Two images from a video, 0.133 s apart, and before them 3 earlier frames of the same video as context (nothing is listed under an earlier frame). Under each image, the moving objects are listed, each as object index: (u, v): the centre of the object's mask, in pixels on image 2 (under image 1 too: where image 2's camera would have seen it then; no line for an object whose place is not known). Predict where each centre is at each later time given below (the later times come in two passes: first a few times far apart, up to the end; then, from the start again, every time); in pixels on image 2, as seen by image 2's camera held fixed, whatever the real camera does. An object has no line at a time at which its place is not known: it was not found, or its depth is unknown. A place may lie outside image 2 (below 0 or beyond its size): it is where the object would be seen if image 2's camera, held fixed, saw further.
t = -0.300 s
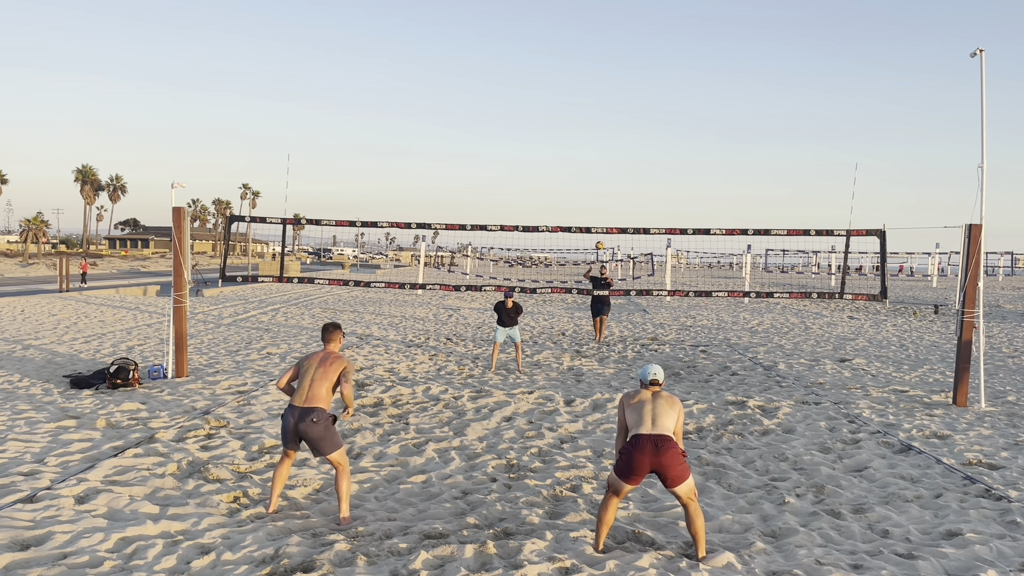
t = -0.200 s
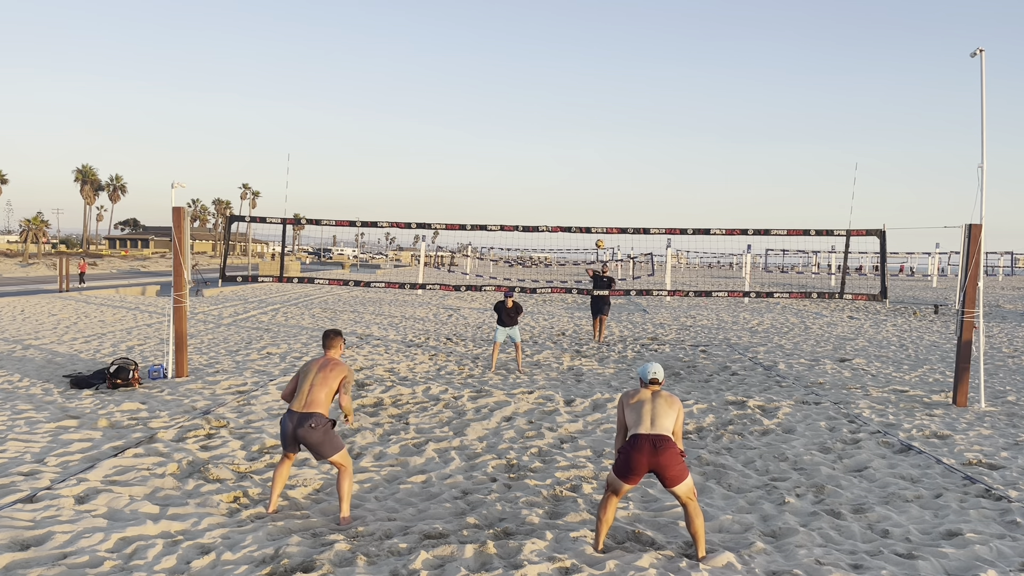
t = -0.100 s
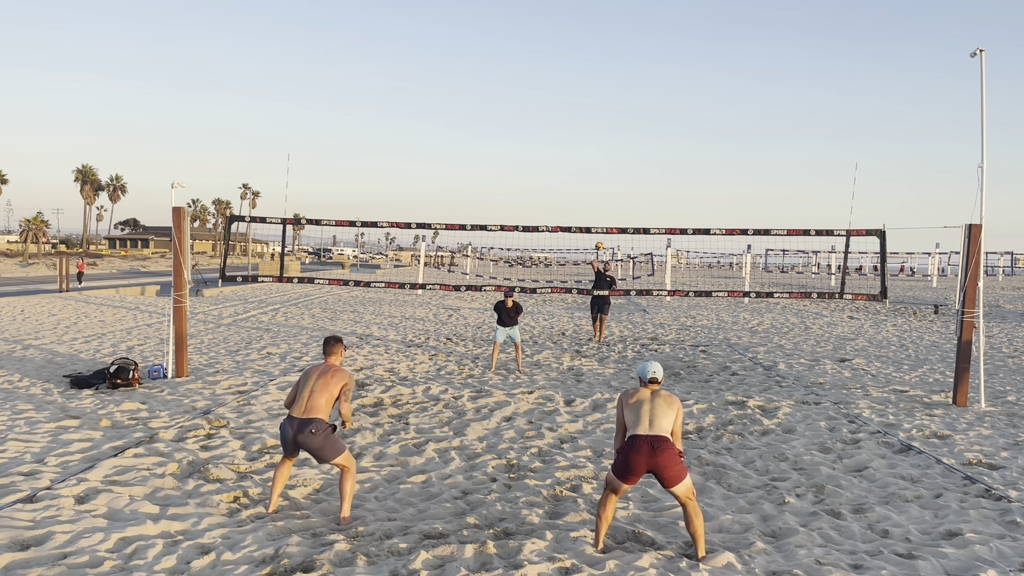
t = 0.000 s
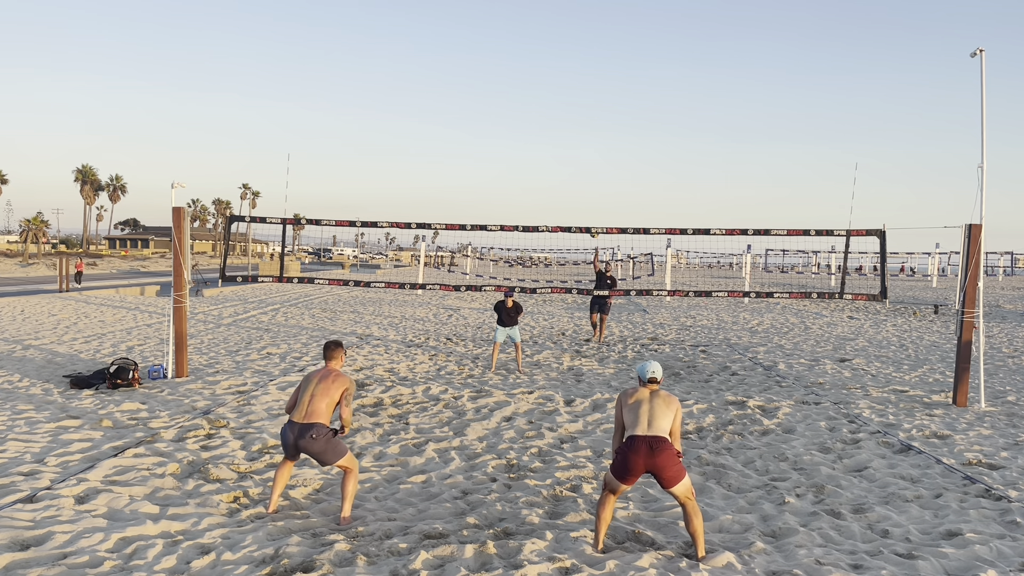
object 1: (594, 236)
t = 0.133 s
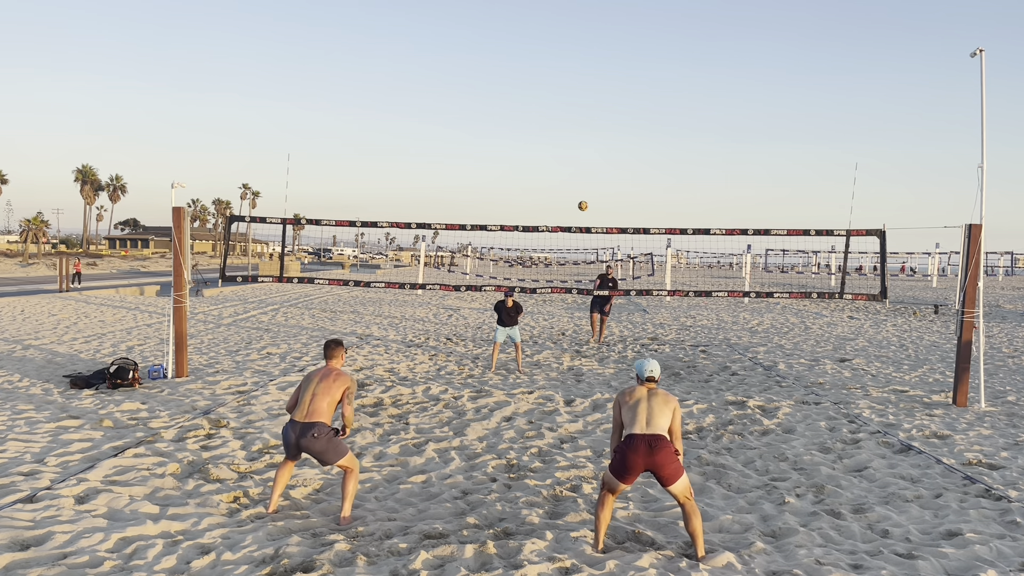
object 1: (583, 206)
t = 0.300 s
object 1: (566, 178)
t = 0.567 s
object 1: (521, 156)
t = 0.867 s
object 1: (446, 198)
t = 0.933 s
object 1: (426, 222)
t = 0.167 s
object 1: (580, 200)
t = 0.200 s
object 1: (576, 194)
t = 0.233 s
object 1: (573, 188)
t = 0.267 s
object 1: (569, 183)
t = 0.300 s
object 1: (566, 178)
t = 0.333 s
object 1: (561, 173)
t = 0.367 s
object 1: (557, 169)
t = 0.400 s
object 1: (552, 165)
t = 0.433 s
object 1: (547, 162)
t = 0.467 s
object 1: (541, 159)
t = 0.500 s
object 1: (535, 157)
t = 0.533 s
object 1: (528, 156)
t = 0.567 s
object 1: (521, 156)
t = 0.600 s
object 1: (514, 156)
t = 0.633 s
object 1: (506, 157)
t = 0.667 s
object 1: (499, 160)
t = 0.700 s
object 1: (491, 163)
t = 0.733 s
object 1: (483, 167)
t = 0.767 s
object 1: (474, 173)
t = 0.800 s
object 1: (465, 180)
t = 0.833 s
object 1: (456, 188)
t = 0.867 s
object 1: (446, 198)
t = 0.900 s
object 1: (436, 209)
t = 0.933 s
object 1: (426, 222)
